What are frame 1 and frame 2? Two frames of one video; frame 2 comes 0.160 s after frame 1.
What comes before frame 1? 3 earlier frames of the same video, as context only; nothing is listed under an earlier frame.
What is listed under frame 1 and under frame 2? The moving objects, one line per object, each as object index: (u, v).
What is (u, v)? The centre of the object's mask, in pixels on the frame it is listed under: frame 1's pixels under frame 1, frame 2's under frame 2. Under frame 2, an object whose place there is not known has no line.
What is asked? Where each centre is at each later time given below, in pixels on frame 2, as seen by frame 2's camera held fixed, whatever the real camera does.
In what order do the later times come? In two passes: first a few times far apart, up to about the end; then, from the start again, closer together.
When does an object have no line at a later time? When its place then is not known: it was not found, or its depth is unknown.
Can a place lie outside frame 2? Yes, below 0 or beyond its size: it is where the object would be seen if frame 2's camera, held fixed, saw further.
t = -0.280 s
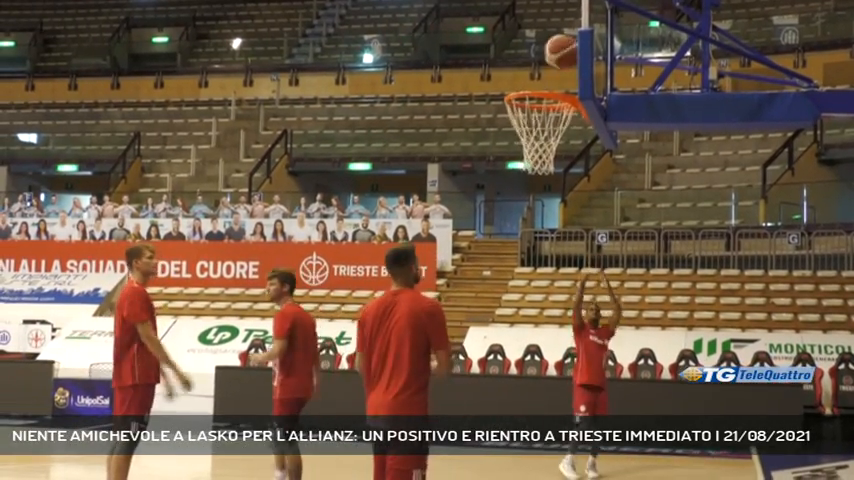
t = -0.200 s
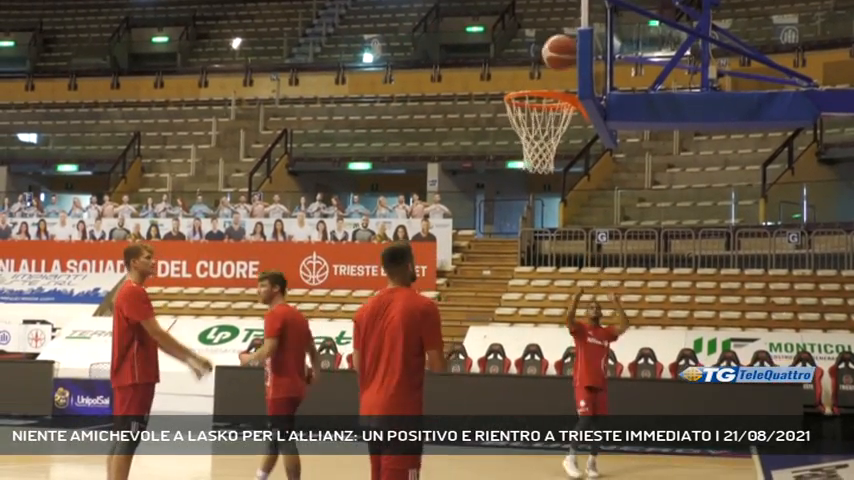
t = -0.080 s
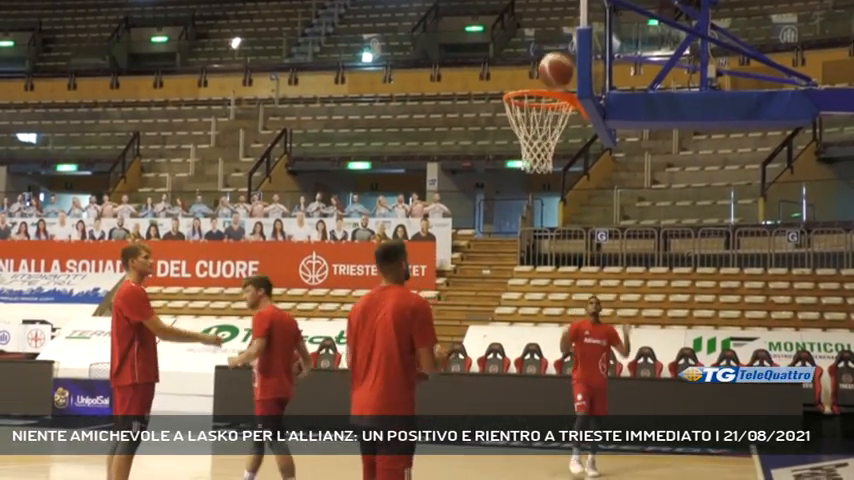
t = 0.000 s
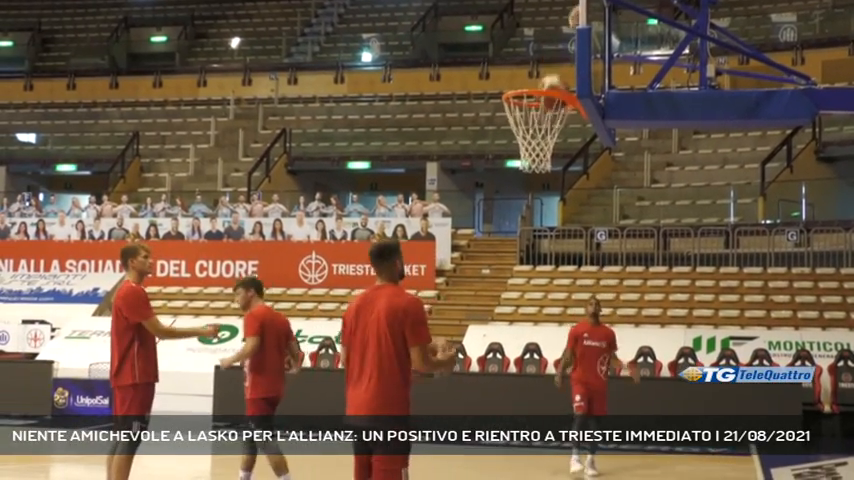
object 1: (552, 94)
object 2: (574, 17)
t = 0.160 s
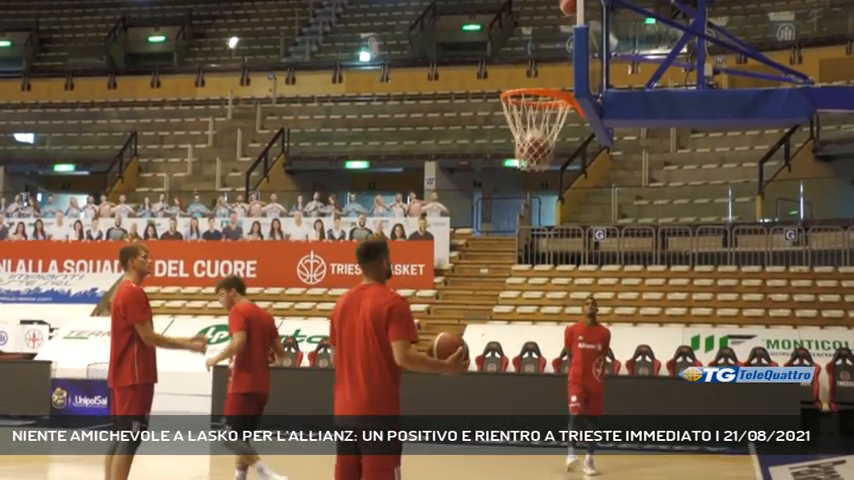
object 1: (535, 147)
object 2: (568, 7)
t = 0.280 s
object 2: (565, 11)
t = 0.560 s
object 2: (545, 96)
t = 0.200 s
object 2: (567, 7)
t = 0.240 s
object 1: (526, 185)
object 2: (566, 8)
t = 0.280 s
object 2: (565, 11)
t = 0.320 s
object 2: (563, 15)
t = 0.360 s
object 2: (561, 22)
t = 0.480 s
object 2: (555, 63)
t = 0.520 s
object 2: (554, 78)
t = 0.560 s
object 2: (545, 96)
